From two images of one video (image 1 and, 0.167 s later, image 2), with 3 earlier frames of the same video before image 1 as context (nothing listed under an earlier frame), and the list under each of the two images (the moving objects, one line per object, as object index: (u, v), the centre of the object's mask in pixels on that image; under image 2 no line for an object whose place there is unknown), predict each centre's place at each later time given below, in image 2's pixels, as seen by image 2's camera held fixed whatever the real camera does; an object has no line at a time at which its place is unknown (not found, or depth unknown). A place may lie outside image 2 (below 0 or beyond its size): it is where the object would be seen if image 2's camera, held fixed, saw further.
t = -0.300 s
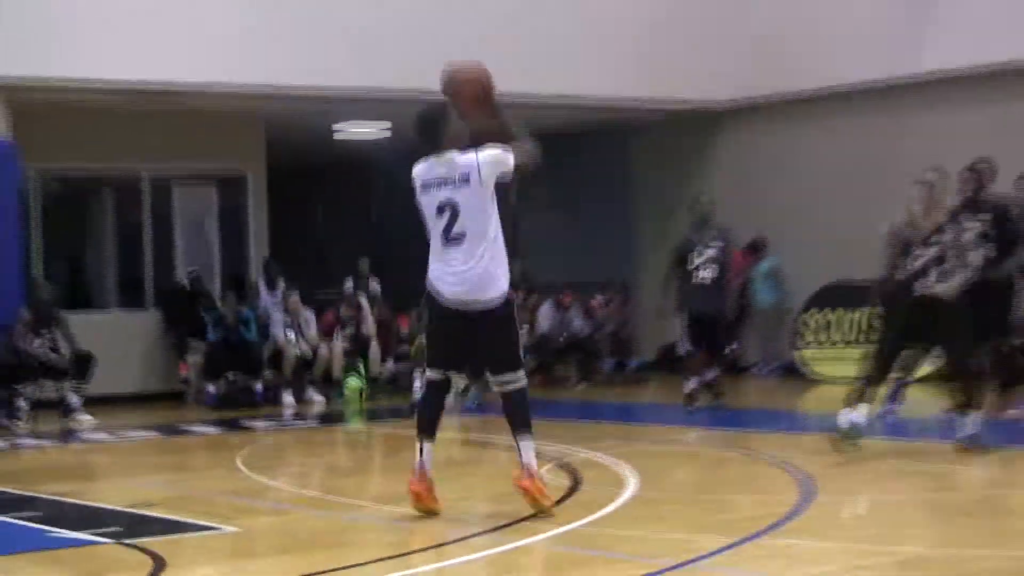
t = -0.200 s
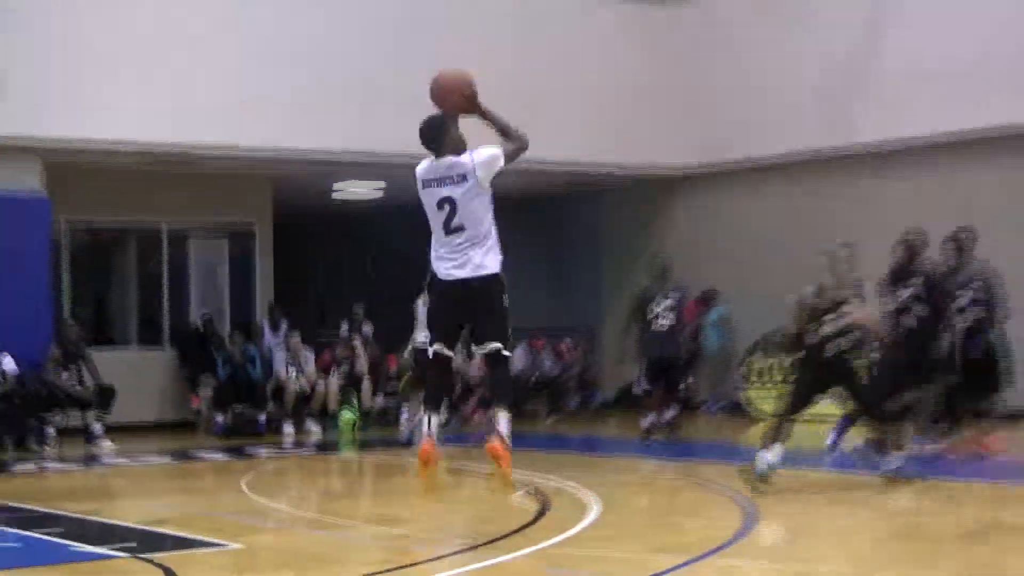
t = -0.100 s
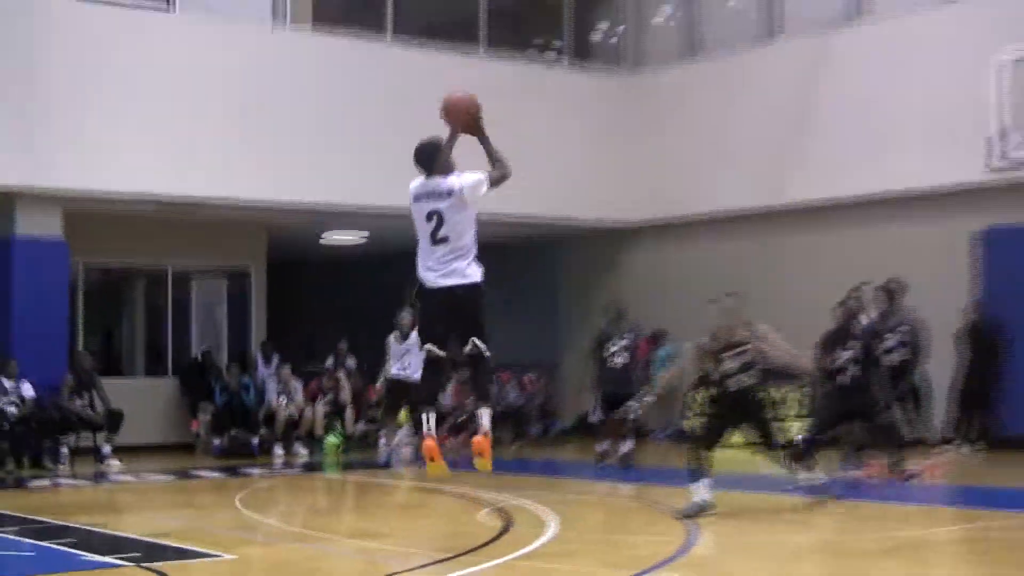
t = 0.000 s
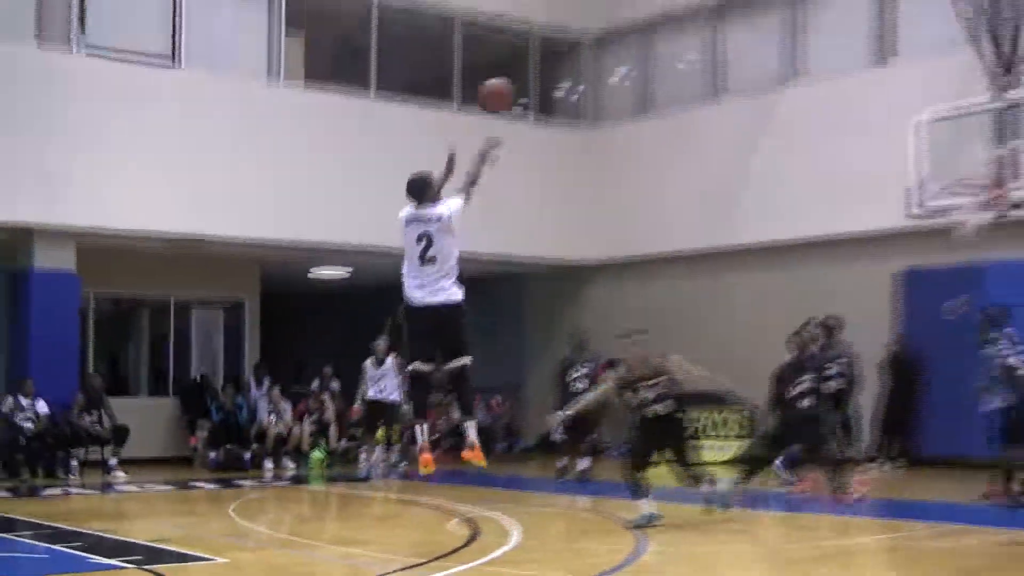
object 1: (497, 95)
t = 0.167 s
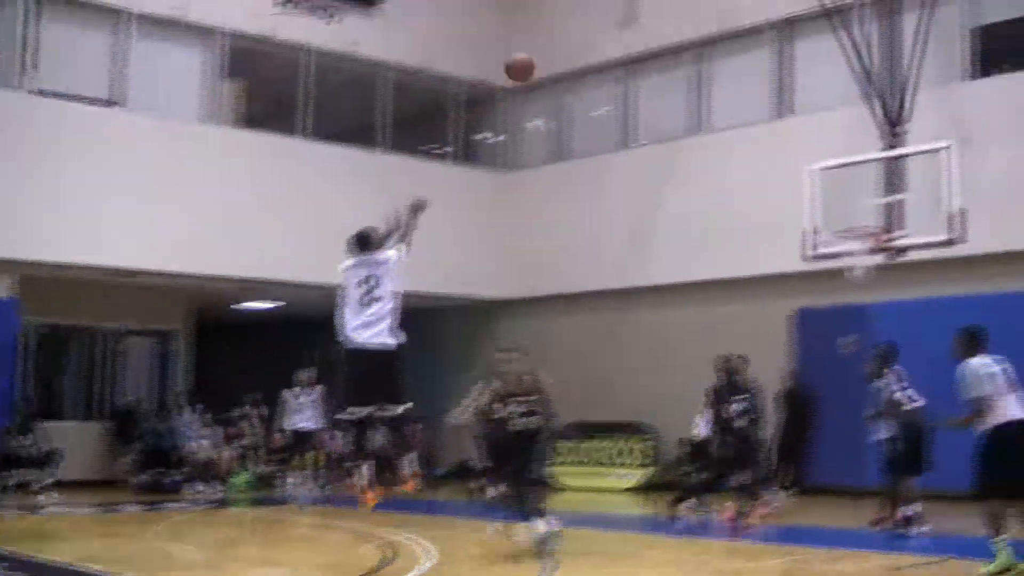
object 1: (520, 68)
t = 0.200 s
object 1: (537, 59)
